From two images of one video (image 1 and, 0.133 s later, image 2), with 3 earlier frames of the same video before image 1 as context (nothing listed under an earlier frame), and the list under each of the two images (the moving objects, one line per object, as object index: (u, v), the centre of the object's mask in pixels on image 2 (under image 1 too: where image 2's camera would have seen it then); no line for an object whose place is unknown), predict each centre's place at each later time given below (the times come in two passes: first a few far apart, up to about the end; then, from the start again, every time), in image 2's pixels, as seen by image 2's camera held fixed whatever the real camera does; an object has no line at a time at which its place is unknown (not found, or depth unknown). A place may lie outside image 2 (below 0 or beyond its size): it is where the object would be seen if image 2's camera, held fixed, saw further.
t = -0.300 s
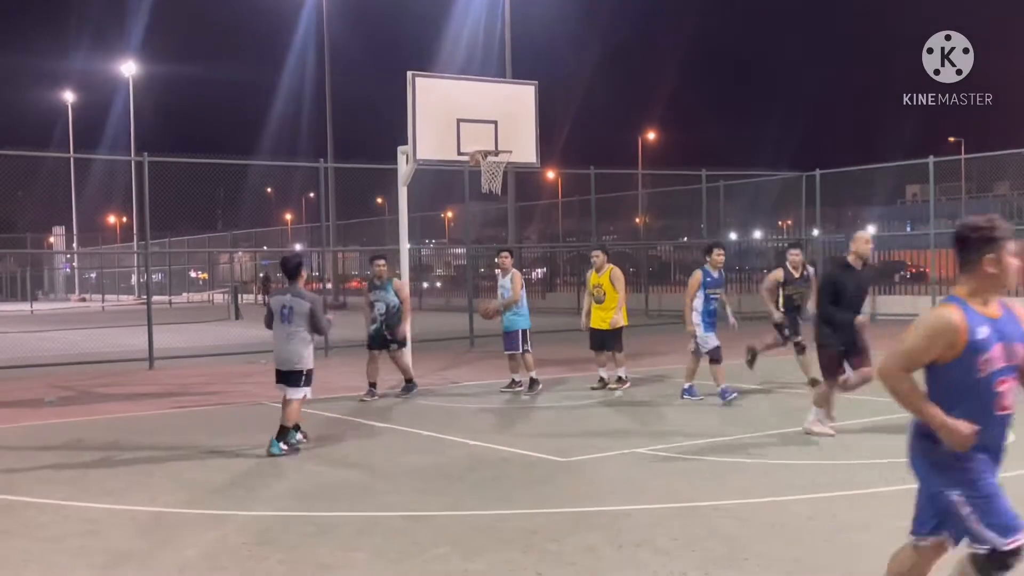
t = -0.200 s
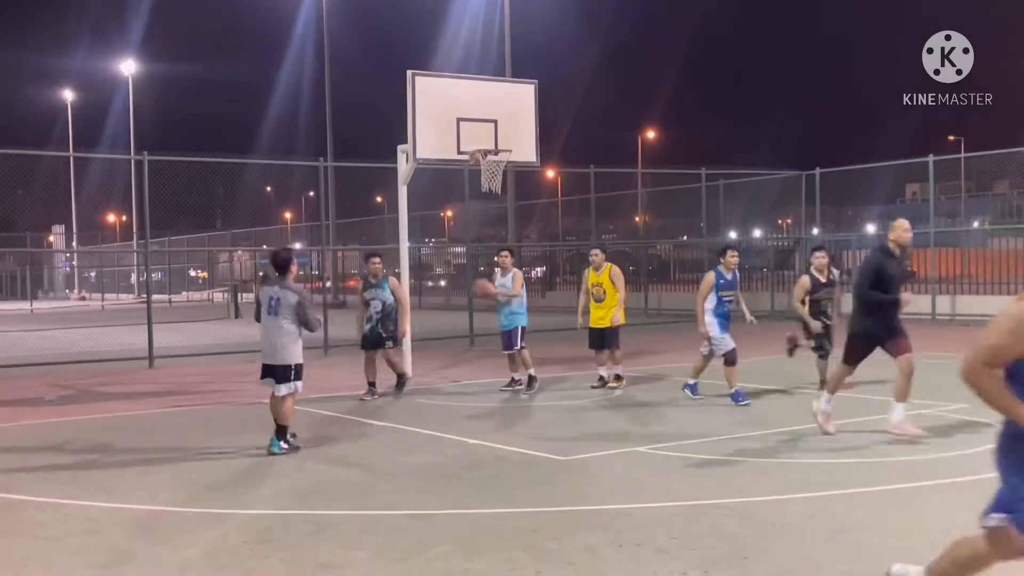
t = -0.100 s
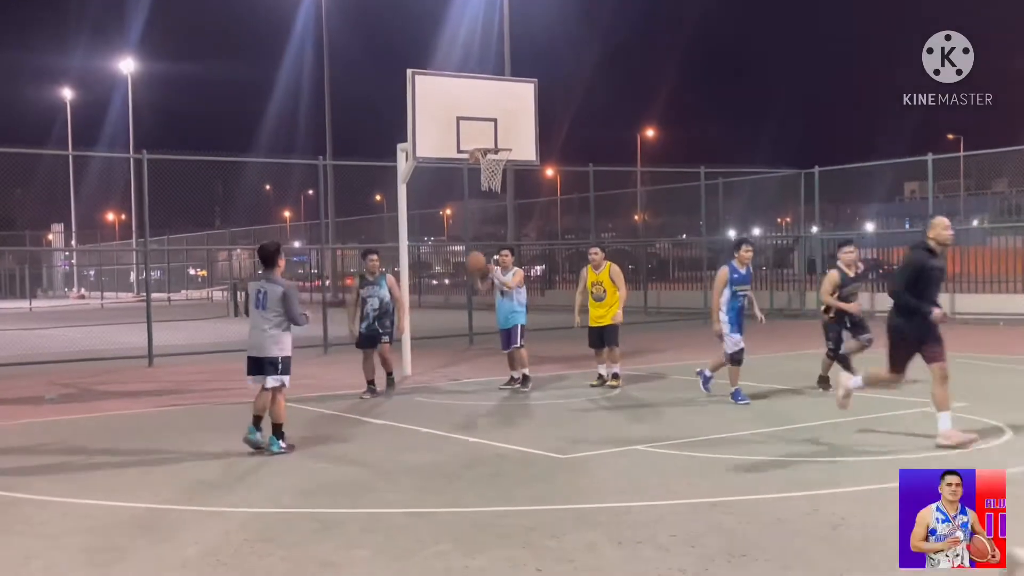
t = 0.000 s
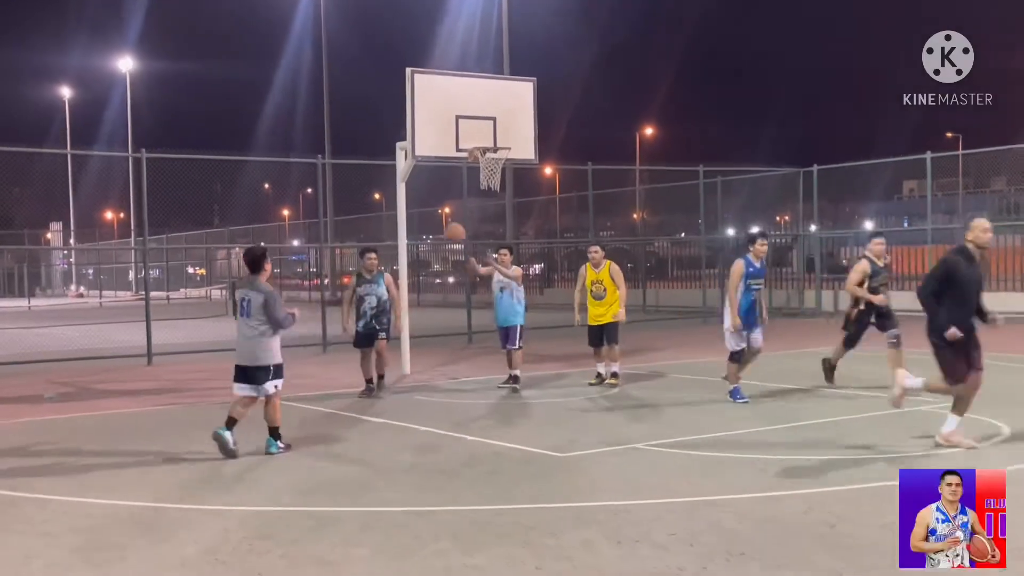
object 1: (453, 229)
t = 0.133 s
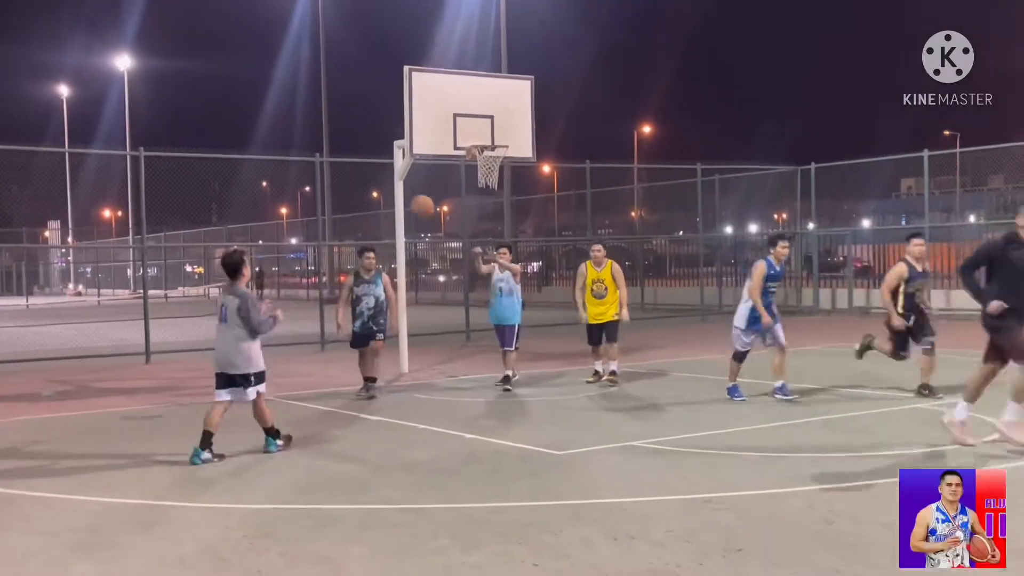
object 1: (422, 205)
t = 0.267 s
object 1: (388, 193)
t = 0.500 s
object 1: (318, 214)
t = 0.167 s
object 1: (415, 201)
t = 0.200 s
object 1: (405, 198)
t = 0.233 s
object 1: (397, 195)
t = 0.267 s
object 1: (388, 193)
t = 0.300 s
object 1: (379, 193)
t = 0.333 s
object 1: (370, 194)
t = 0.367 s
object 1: (360, 195)
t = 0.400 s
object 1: (350, 197)
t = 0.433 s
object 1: (340, 201)
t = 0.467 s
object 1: (330, 206)
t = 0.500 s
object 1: (318, 214)
